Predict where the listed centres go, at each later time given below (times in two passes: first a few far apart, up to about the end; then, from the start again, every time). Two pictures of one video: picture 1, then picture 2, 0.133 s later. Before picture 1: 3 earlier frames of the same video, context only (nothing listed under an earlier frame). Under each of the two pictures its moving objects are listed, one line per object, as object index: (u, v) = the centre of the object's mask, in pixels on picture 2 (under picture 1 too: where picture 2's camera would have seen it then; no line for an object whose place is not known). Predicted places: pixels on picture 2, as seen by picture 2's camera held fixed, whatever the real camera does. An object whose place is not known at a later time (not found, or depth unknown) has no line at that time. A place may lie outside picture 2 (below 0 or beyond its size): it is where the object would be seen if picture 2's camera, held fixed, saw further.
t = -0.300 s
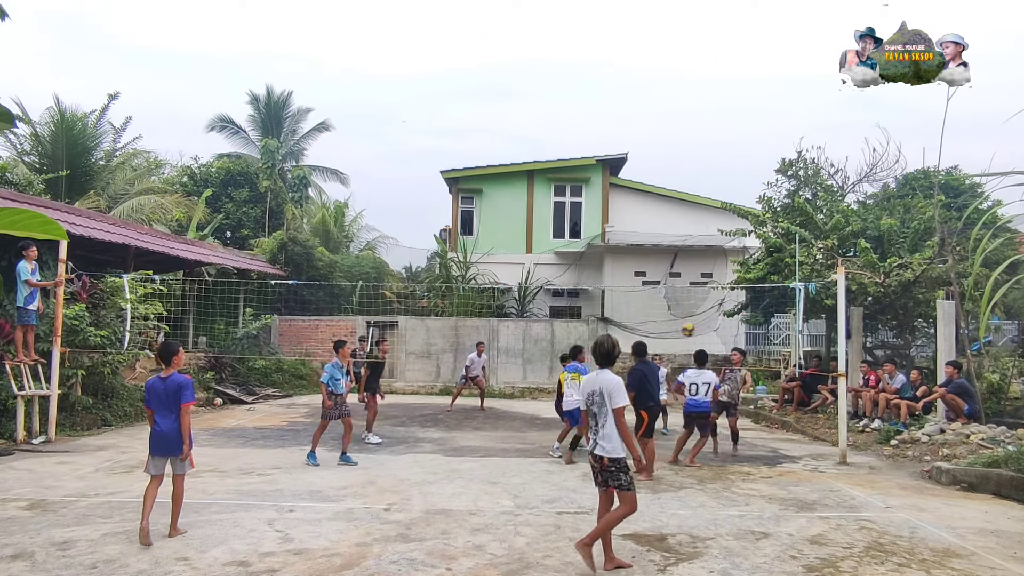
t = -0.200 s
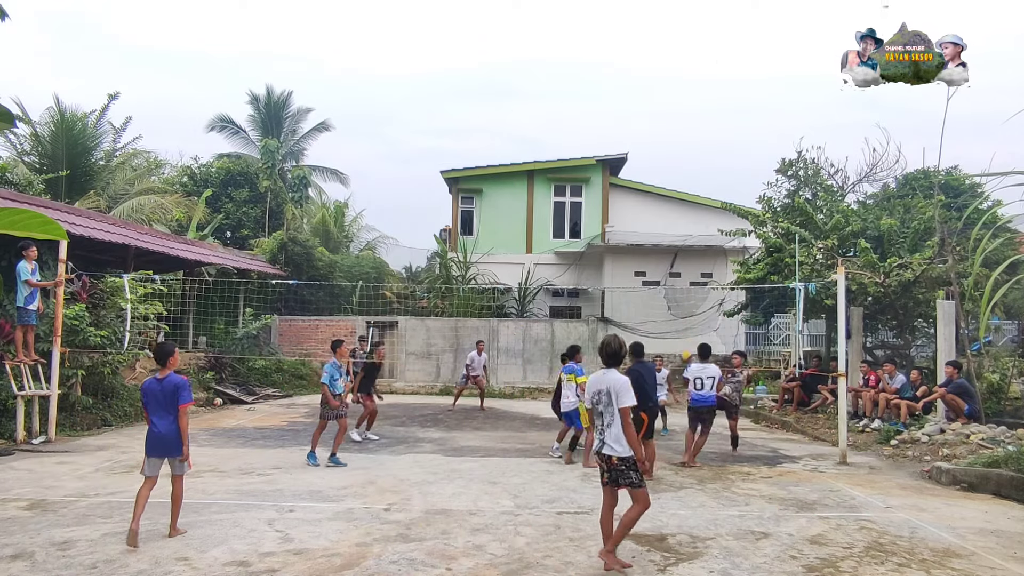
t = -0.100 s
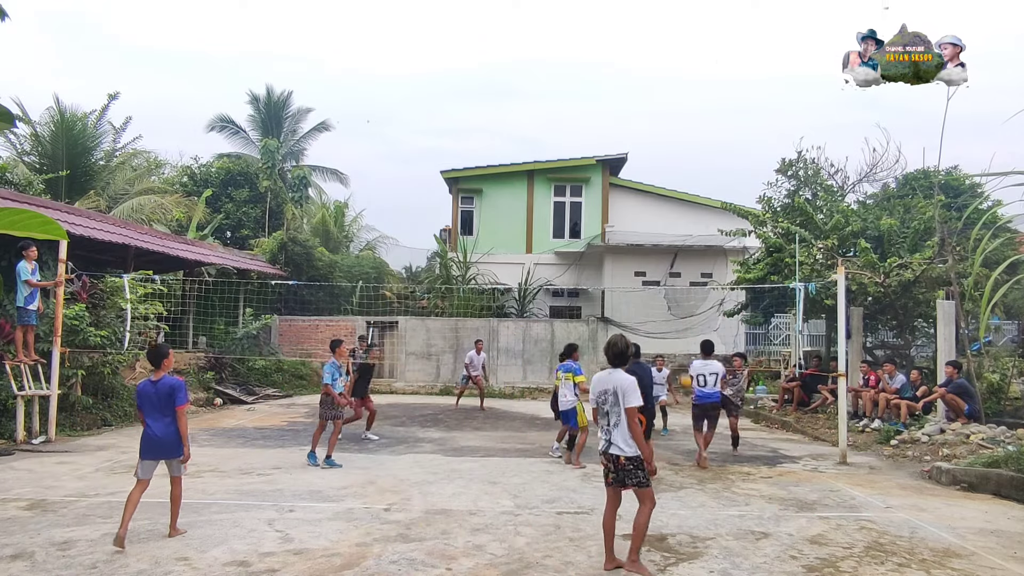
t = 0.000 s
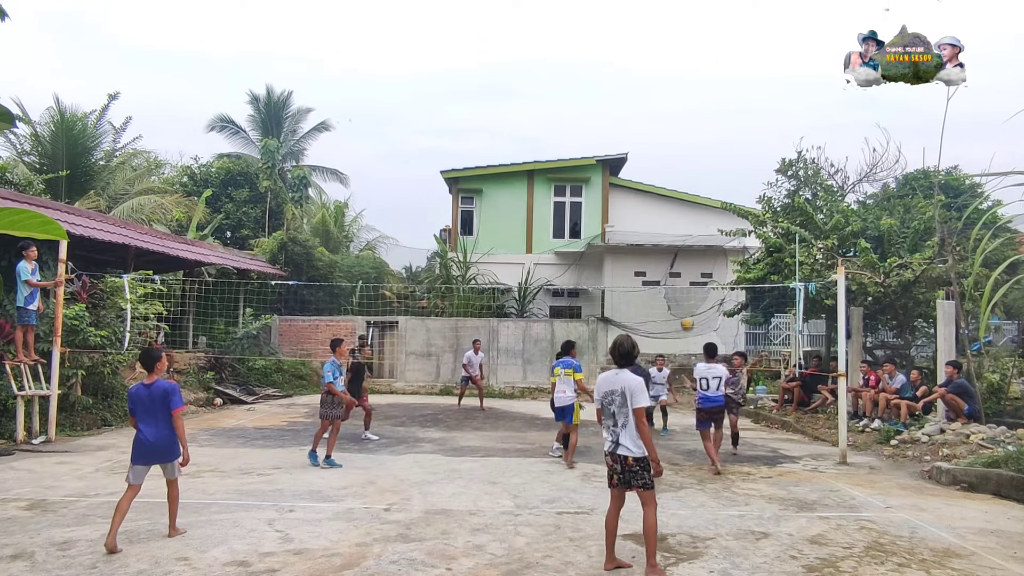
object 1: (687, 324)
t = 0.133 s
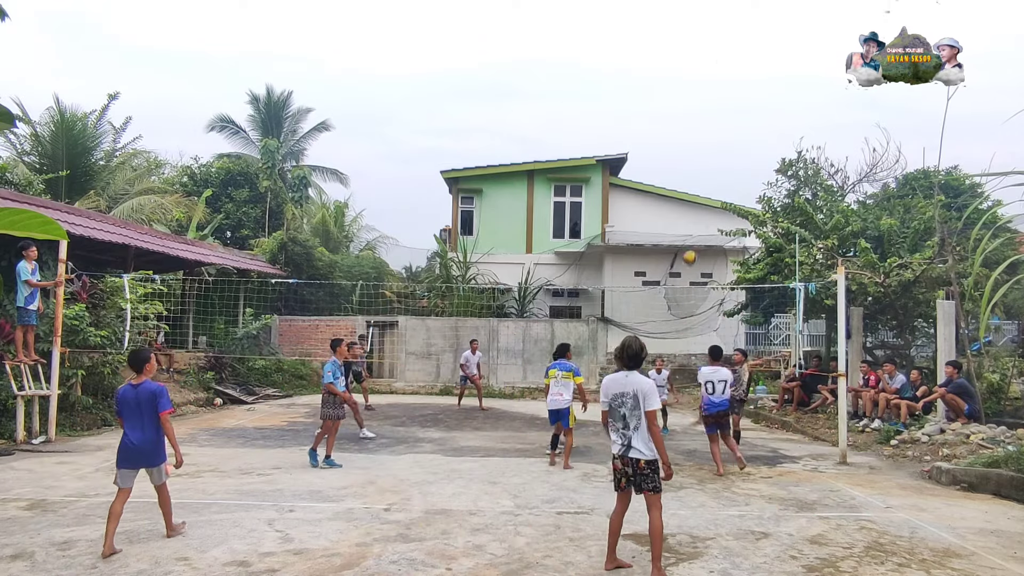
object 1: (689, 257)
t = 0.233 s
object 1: (691, 218)
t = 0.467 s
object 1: (694, 152)
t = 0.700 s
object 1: (696, 123)
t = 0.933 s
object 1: (697, 127)
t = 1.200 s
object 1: (699, 170)
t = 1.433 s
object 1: (700, 240)
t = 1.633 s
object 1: (699, 322)
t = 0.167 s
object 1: (690, 243)
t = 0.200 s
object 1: (690, 231)
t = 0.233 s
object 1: (691, 218)
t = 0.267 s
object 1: (691, 206)
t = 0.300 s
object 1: (692, 195)
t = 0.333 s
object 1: (692, 185)
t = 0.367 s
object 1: (693, 175)
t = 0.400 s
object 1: (693, 167)
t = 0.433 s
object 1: (693, 159)
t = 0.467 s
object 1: (694, 152)
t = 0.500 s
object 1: (694, 146)
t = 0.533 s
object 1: (694, 140)
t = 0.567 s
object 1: (694, 135)
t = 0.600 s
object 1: (695, 131)
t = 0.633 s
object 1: (695, 127)
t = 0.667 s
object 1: (695, 125)
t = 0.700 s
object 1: (696, 123)
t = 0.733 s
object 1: (696, 121)
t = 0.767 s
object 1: (696, 120)
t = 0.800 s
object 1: (696, 120)
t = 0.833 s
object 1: (697, 121)
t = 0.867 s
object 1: (697, 122)
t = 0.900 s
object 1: (697, 124)
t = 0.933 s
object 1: (697, 127)
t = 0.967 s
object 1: (698, 130)
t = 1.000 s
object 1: (698, 134)
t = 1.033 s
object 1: (698, 138)
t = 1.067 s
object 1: (698, 143)
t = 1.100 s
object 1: (698, 149)
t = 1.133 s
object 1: (698, 156)
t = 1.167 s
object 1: (699, 163)
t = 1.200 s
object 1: (699, 170)
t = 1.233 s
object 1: (699, 178)
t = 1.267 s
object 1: (699, 187)
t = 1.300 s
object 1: (699, 196)
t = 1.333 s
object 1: (700, 207)
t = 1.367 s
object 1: (699, 217)
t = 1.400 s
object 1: (700, 228)
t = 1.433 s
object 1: (700, 240)
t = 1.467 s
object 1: (700, 251)
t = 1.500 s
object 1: (700, 264)
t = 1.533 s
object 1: (700, 279)
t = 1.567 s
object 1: (700, 292)
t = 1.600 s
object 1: (700, 307)
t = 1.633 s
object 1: (699, 322)
